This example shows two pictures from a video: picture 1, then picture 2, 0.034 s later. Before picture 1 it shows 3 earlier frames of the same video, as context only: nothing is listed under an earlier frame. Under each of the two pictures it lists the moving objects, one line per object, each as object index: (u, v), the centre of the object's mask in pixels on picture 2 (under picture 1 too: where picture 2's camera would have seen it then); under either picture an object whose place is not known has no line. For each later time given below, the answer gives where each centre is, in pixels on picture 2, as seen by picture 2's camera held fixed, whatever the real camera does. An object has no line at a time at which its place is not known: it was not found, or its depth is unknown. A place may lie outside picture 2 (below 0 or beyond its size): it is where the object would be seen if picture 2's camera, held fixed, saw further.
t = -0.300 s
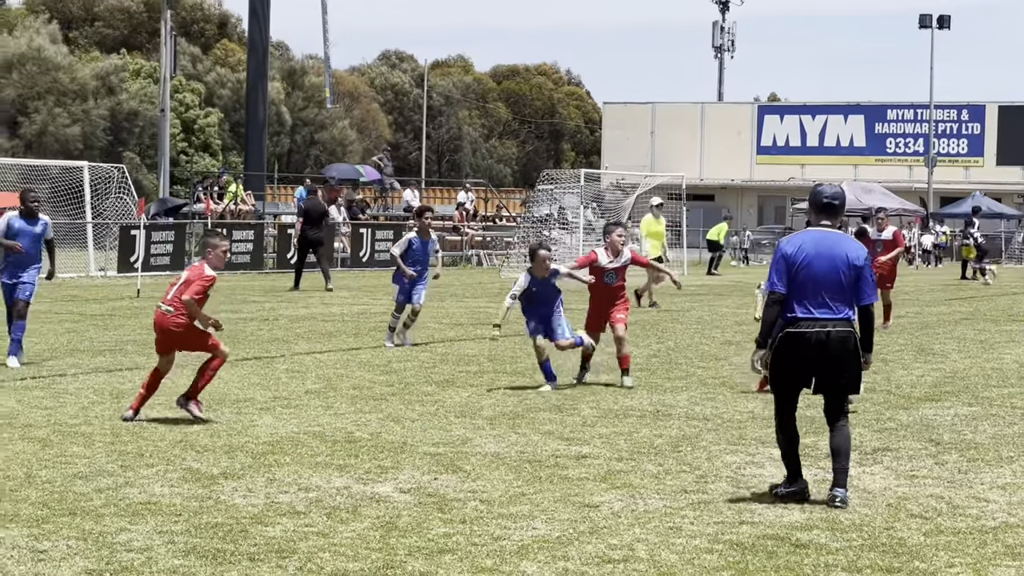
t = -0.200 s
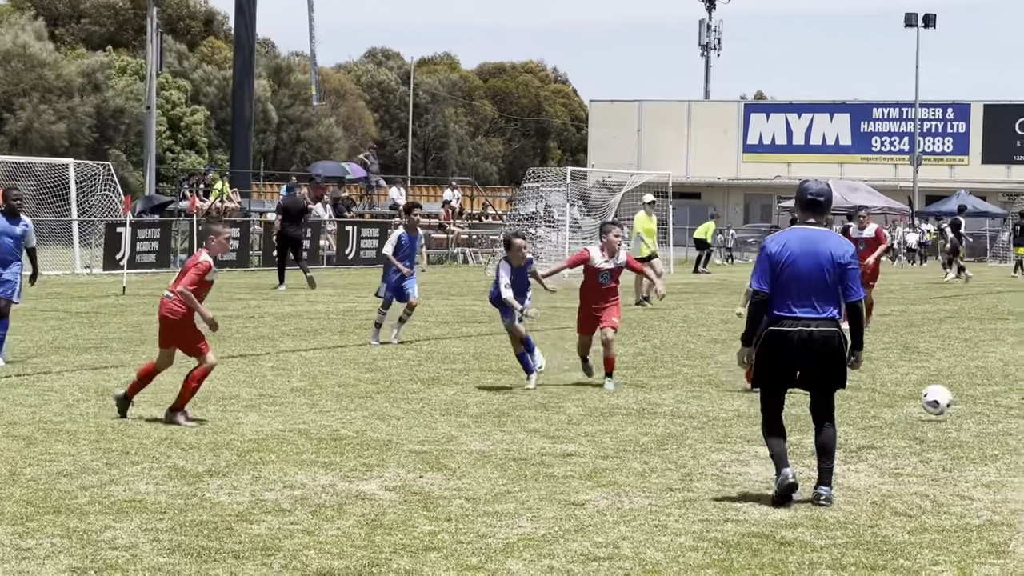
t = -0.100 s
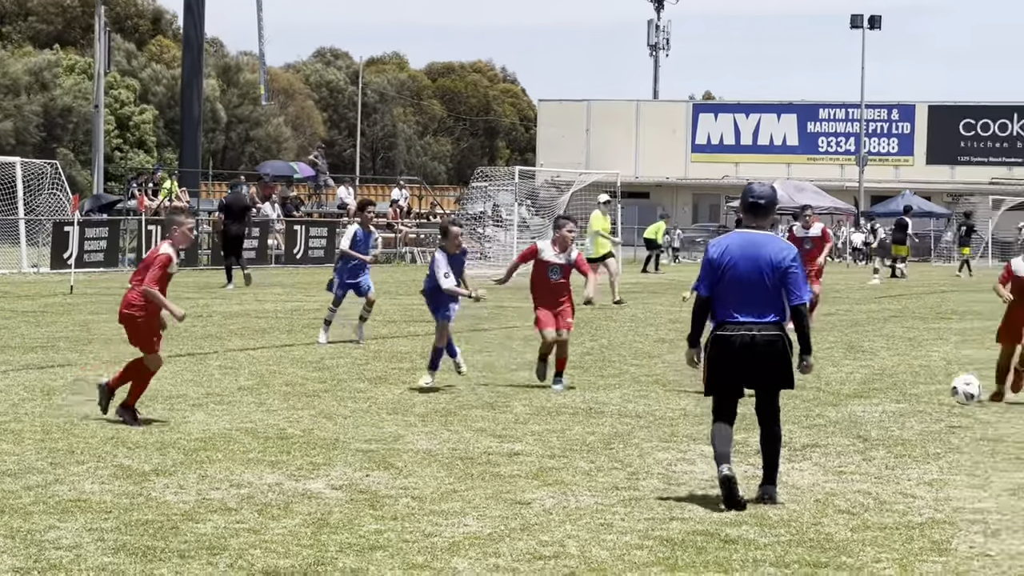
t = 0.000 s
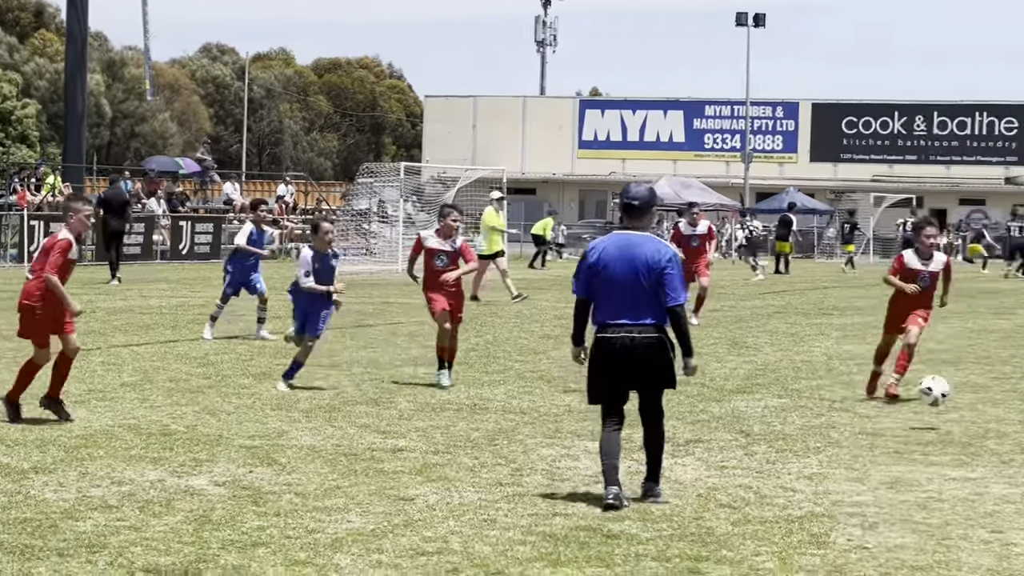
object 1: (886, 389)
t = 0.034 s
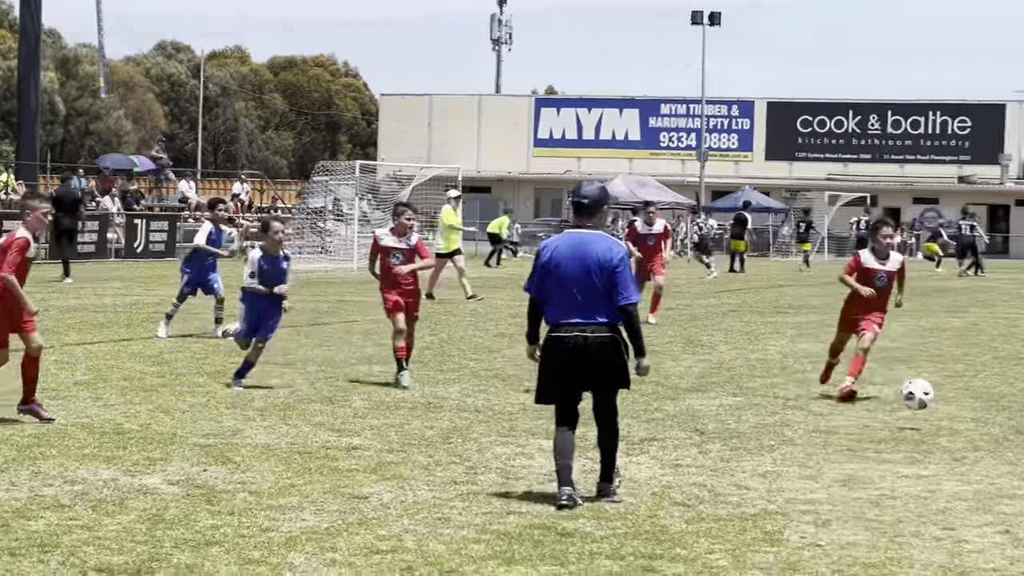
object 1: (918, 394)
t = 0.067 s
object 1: (949, 401)
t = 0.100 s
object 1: (981, 410)
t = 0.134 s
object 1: (1014, 420)
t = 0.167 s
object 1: (1044, 423)
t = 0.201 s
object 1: (1069, 418)
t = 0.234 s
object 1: (1095, 414)
